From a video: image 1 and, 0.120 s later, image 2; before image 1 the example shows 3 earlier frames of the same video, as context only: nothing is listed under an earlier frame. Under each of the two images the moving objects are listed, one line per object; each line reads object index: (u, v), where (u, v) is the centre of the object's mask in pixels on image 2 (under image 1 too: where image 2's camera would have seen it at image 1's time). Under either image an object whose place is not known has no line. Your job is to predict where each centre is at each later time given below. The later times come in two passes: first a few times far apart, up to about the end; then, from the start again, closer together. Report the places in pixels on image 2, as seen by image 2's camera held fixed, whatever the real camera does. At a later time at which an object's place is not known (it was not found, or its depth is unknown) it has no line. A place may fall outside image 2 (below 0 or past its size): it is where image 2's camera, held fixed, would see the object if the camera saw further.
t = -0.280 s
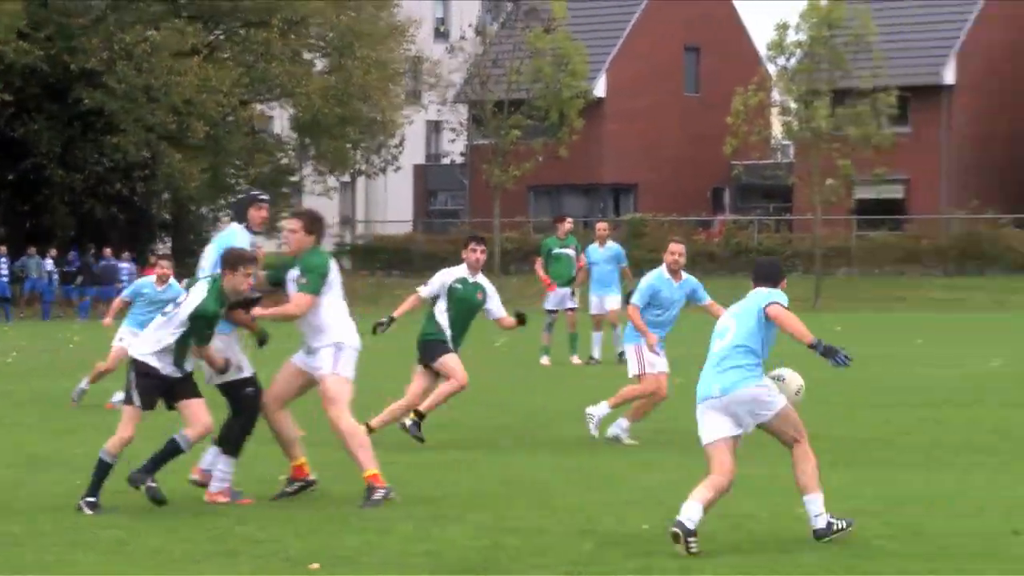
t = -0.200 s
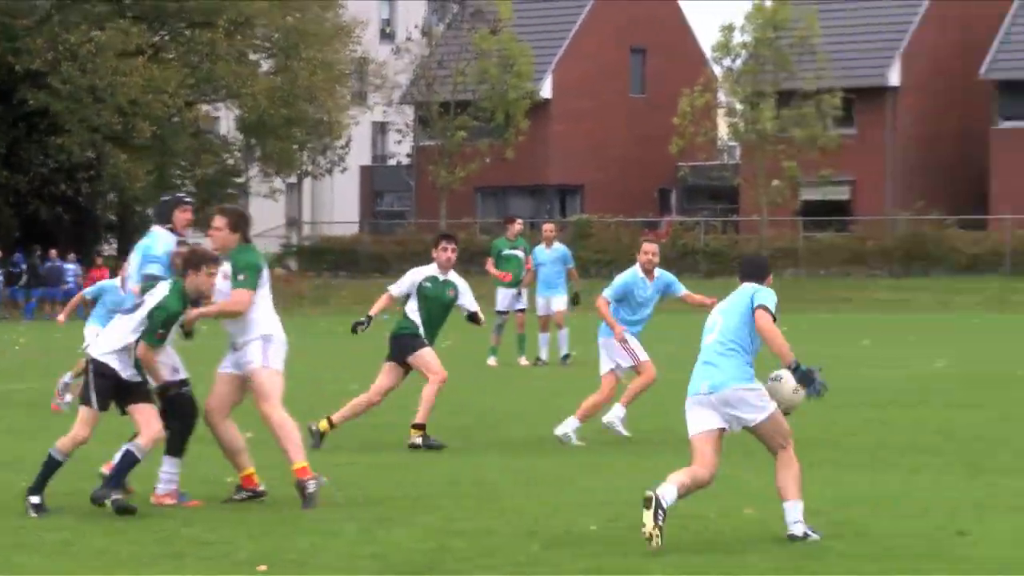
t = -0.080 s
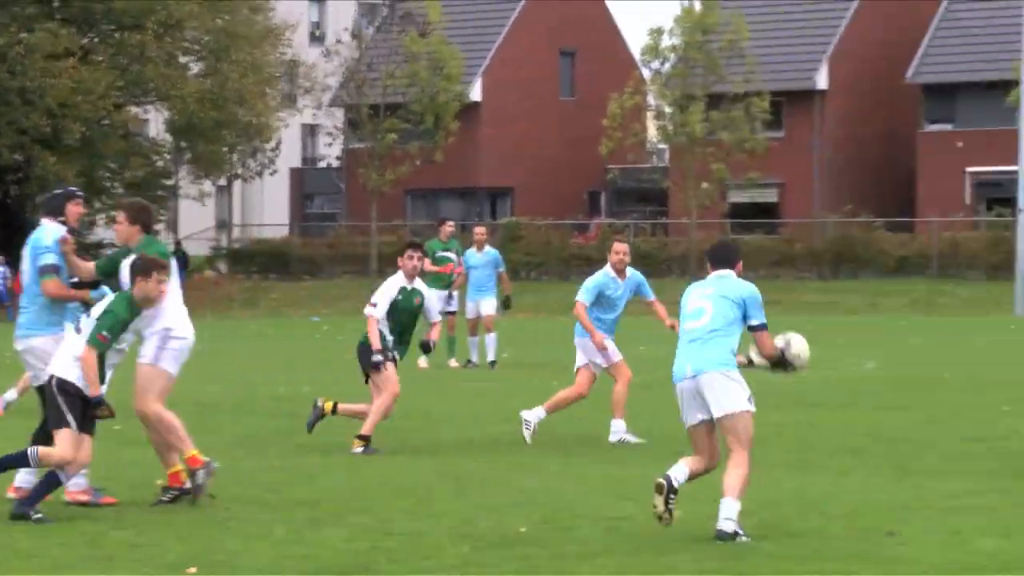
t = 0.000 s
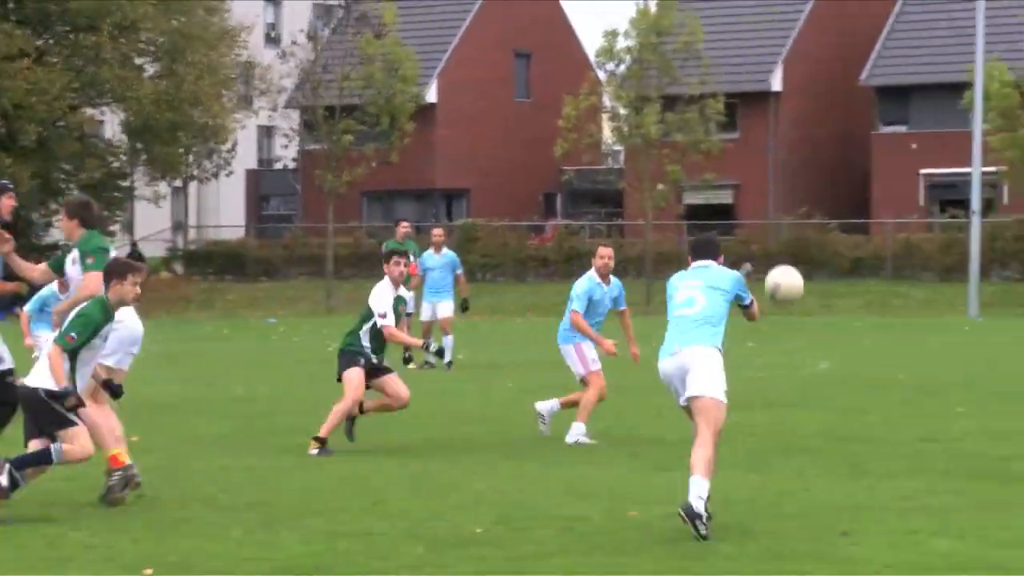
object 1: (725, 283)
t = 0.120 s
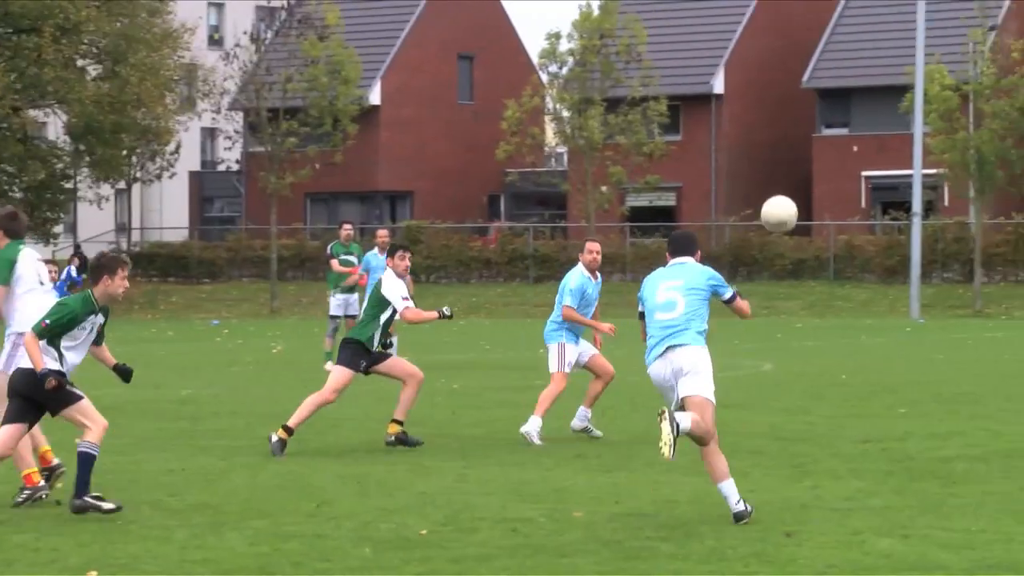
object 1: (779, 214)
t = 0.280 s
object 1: (842, 158)
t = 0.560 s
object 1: (940, 162)
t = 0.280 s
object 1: (842, 158)
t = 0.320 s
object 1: (857, 151)
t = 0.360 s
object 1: (872, 148)
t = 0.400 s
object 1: (887, 146)
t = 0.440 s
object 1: (901, 147)
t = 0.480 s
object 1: (914, 150)
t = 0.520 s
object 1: (927, 155)
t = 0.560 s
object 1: (940, 162)
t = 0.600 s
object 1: (952, 172)
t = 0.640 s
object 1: (964, 182)
